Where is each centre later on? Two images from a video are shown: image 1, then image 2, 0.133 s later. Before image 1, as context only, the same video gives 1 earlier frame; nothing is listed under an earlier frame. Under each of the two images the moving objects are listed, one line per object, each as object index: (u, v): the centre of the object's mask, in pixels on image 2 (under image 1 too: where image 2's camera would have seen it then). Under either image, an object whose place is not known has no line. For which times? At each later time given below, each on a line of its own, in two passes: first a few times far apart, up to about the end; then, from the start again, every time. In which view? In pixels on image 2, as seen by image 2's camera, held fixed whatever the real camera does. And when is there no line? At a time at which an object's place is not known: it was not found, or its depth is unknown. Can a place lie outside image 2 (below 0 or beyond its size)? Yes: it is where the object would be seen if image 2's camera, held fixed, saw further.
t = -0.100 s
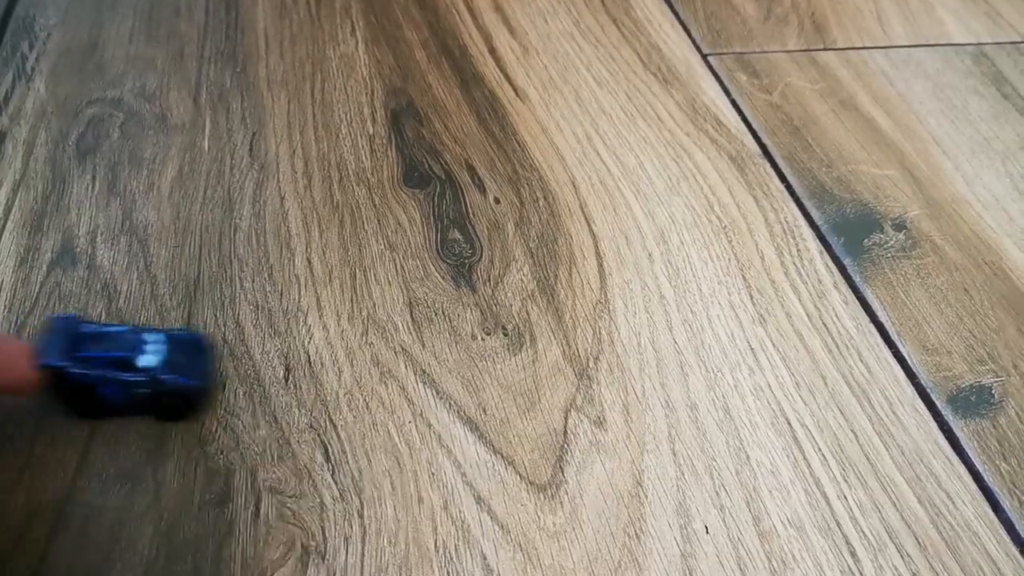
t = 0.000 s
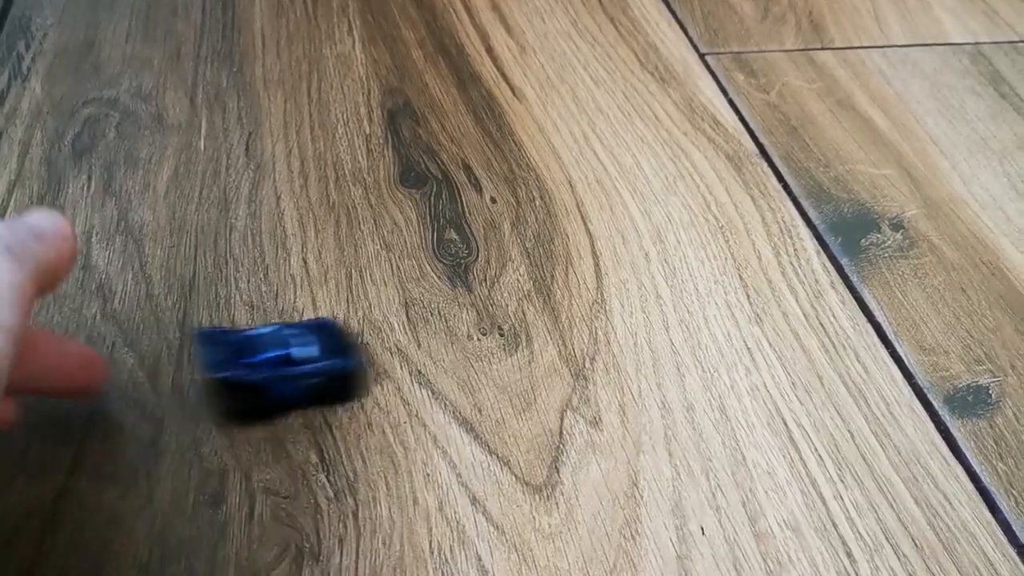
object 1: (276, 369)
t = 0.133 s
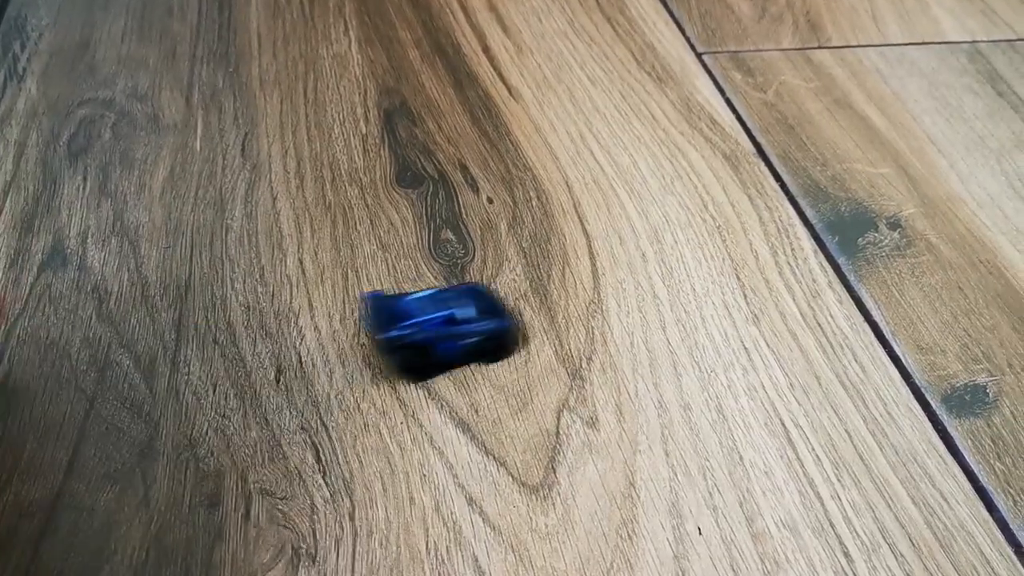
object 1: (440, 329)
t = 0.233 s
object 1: (531, 306)
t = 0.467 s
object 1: (683, 275)
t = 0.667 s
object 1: (752, 263)
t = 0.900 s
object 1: (767, 261)
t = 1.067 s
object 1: (767, 260)
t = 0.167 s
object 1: (472, 320)
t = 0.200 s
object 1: (503, 313)
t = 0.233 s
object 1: (531, 306)
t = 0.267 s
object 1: (556, 300)
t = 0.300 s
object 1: (582, 295)
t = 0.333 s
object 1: (606, 290)
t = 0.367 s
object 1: (627, 286)
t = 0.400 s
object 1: (647, 282)
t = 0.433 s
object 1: (666, 278)
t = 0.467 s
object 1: (683, 275)
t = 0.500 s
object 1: (700, 271)
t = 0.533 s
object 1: (714, 269)
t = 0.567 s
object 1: (726, 267)
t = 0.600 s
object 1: (736, 266)
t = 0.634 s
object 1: (745, 264)
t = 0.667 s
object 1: (752, 263)
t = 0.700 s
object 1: (758, 262)
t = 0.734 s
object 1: (762, 261)
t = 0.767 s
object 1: (765, 261)
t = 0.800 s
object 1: (767, 261)
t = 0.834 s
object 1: (767, 261)
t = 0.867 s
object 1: (767, 261)
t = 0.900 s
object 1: (767, 261)
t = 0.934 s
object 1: (767, 260)
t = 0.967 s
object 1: (767, 260)
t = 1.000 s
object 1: (767, 260)
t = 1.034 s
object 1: (767, 260)
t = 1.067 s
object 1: (767, 260)
